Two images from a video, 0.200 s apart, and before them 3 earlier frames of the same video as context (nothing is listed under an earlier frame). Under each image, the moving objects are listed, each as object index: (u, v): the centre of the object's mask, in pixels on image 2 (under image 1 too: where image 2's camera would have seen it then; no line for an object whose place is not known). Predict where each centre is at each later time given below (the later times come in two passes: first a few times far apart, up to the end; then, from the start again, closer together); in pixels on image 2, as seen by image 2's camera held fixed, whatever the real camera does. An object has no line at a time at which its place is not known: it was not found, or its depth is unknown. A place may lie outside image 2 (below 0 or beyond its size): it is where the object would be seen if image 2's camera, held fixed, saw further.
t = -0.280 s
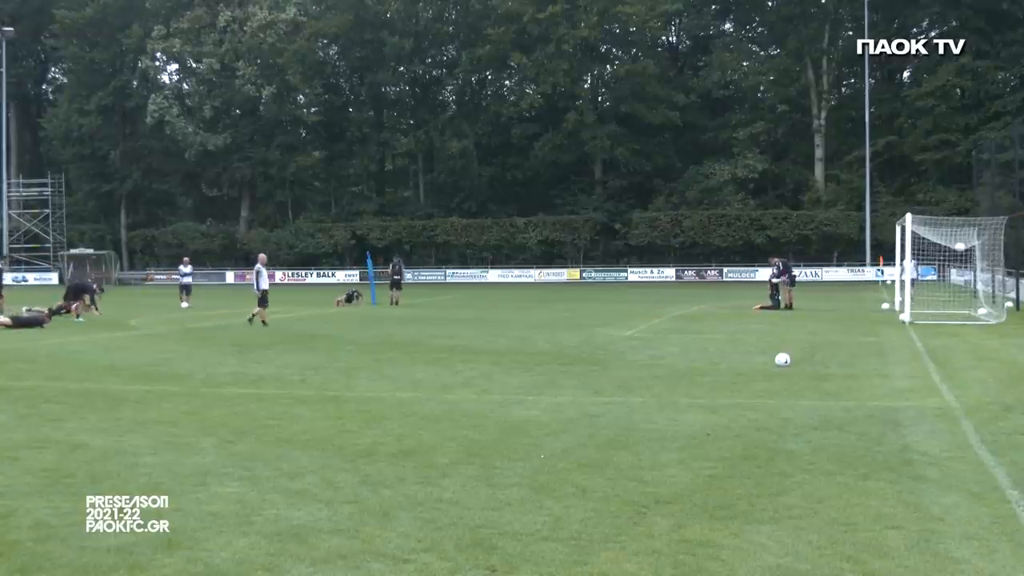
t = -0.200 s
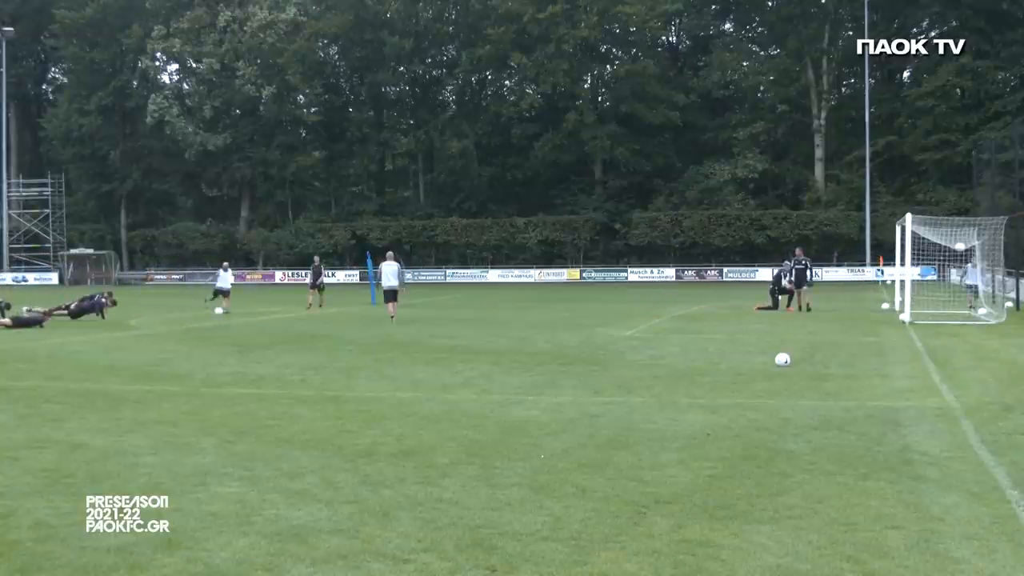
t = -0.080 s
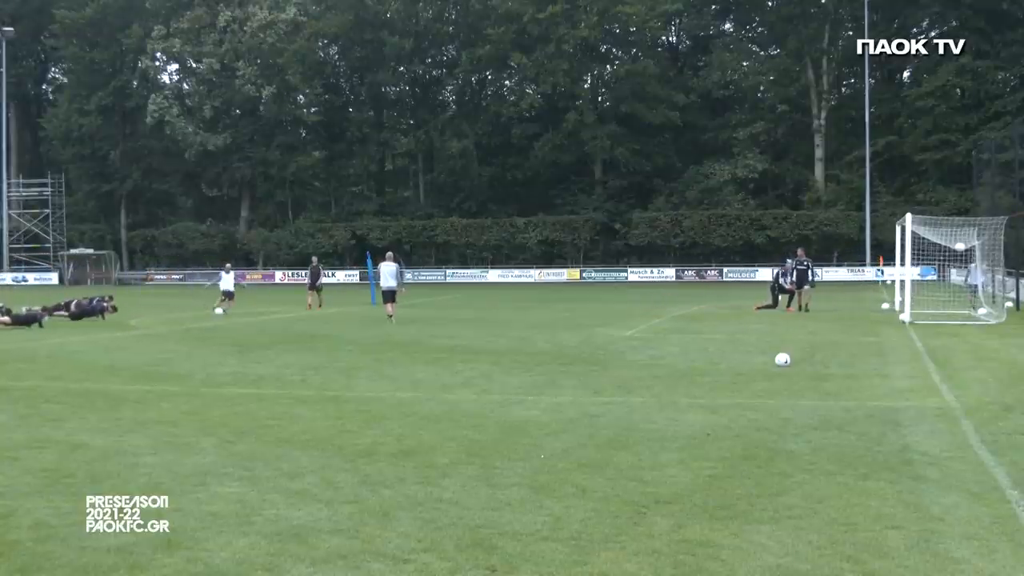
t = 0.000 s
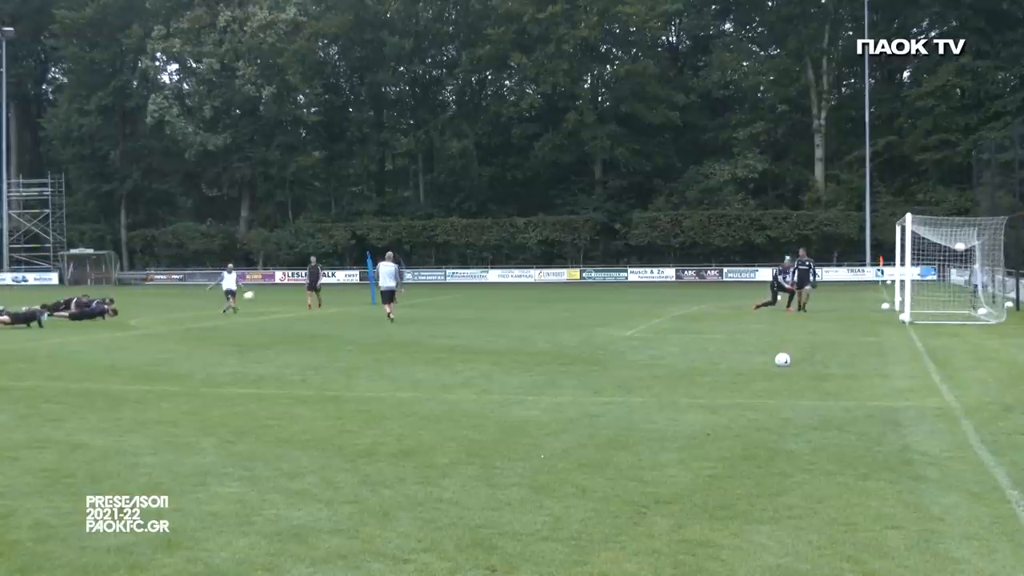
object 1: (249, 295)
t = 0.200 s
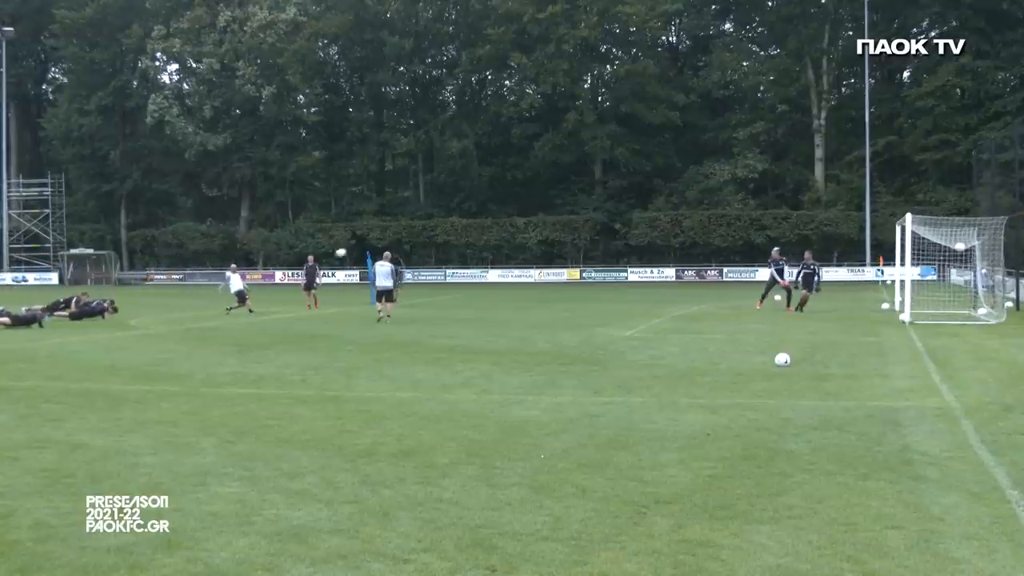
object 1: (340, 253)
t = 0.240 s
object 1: (359, 245)
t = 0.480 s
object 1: (471, 209)
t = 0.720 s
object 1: (583, 189)
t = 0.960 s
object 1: (696, 187)
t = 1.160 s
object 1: (791, 198)
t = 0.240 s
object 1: (359, 245)
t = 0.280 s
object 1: (377, 239)
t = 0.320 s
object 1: (396, 232)
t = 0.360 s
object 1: (415, 225)
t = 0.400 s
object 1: (433, 219)
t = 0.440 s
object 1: (452, 214)
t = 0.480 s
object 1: (471, 209)
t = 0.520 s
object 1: (489, 205)
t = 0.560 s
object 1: (508, 200)
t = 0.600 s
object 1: (527, 197)
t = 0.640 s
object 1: (546, 194)
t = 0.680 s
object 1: (564, 191)
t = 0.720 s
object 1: (583, 189)
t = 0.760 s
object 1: (602, 187)
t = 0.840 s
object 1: (640, 186)
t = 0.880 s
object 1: (658, 185)
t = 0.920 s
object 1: (678, 186)
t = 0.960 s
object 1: (696, 187)
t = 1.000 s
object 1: (715, 188)
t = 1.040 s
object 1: (734, 190)
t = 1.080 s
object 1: (753, 192)
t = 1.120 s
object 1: (772, 195)
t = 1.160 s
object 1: (791, 198)
